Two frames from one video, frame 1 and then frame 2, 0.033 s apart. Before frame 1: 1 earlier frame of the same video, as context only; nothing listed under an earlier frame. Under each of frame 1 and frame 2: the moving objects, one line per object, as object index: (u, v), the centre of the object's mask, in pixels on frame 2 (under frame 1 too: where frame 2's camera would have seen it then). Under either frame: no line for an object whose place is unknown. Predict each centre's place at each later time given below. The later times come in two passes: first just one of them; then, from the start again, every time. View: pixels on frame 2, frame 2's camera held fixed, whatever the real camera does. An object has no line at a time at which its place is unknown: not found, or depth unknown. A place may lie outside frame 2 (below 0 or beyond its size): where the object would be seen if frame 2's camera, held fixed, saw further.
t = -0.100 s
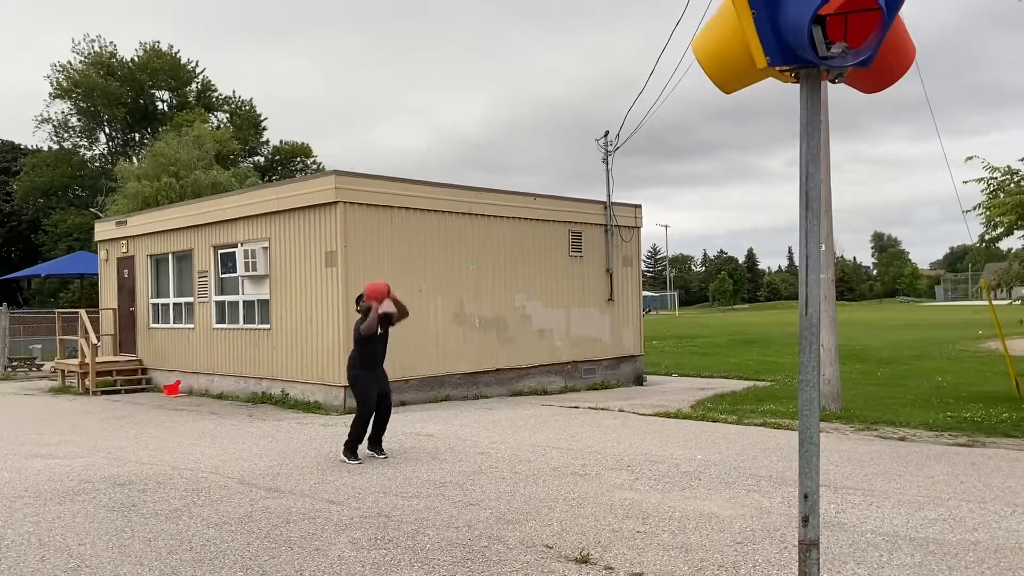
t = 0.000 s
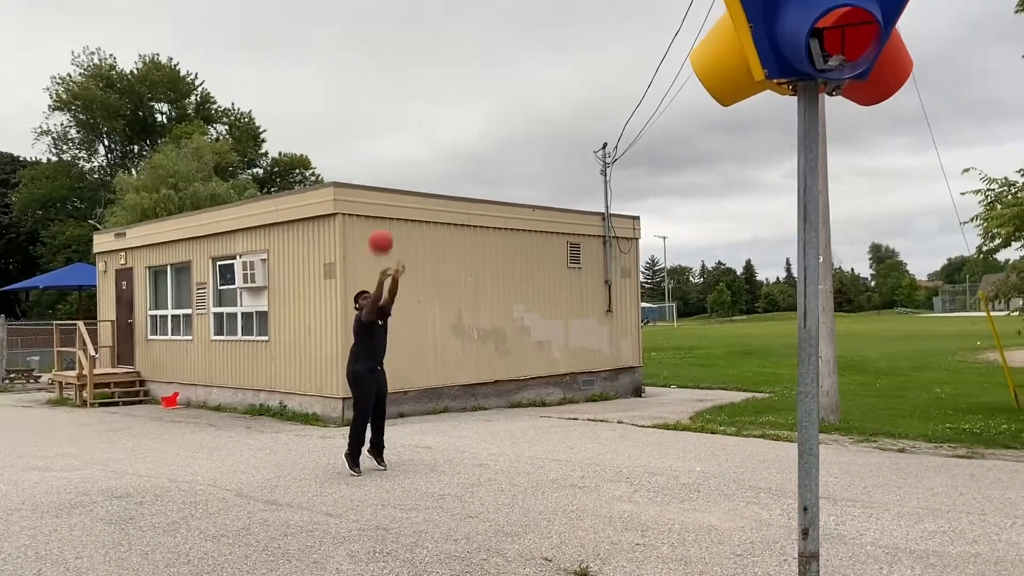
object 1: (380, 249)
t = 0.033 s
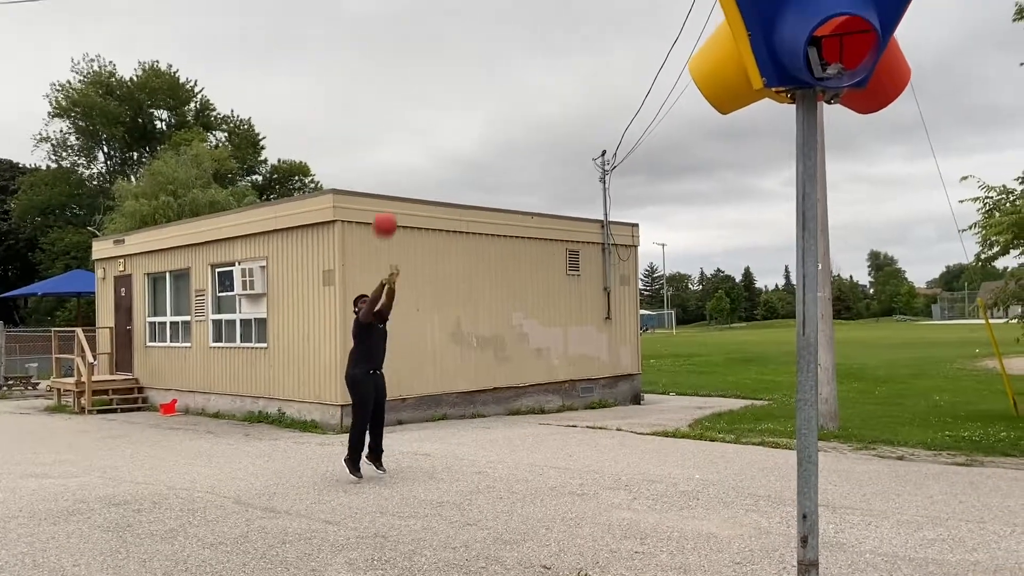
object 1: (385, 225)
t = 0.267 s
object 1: (426, 70)
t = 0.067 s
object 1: (390, 200)
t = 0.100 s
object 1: (395, 177)
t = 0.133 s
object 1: (401, 155)
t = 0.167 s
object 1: (406, 133)
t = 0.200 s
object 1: (413, 111)
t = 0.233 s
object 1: (419, 90)
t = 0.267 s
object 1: (426, 70)
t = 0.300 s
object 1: (434, 51)
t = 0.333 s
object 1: (441, 31)
